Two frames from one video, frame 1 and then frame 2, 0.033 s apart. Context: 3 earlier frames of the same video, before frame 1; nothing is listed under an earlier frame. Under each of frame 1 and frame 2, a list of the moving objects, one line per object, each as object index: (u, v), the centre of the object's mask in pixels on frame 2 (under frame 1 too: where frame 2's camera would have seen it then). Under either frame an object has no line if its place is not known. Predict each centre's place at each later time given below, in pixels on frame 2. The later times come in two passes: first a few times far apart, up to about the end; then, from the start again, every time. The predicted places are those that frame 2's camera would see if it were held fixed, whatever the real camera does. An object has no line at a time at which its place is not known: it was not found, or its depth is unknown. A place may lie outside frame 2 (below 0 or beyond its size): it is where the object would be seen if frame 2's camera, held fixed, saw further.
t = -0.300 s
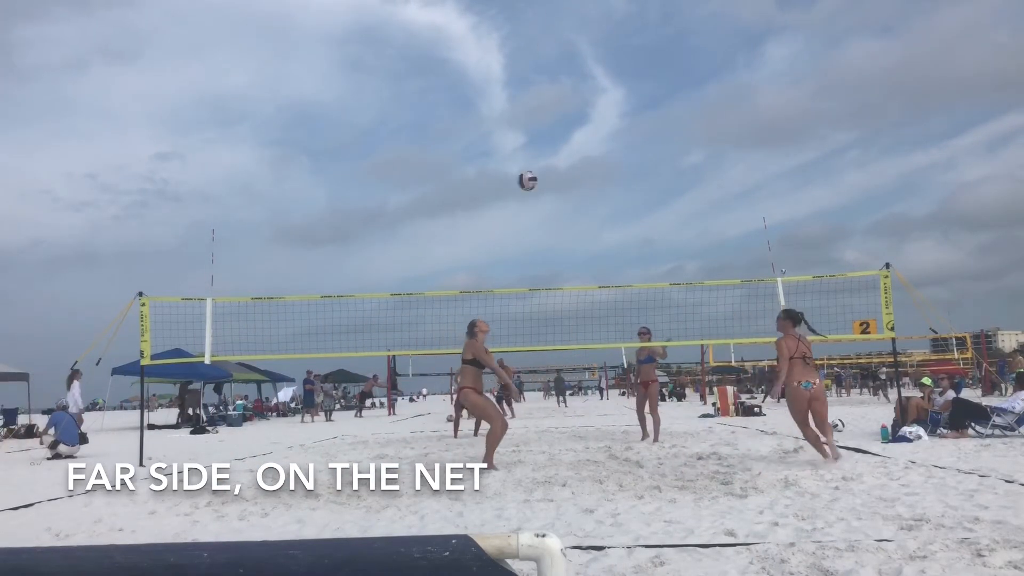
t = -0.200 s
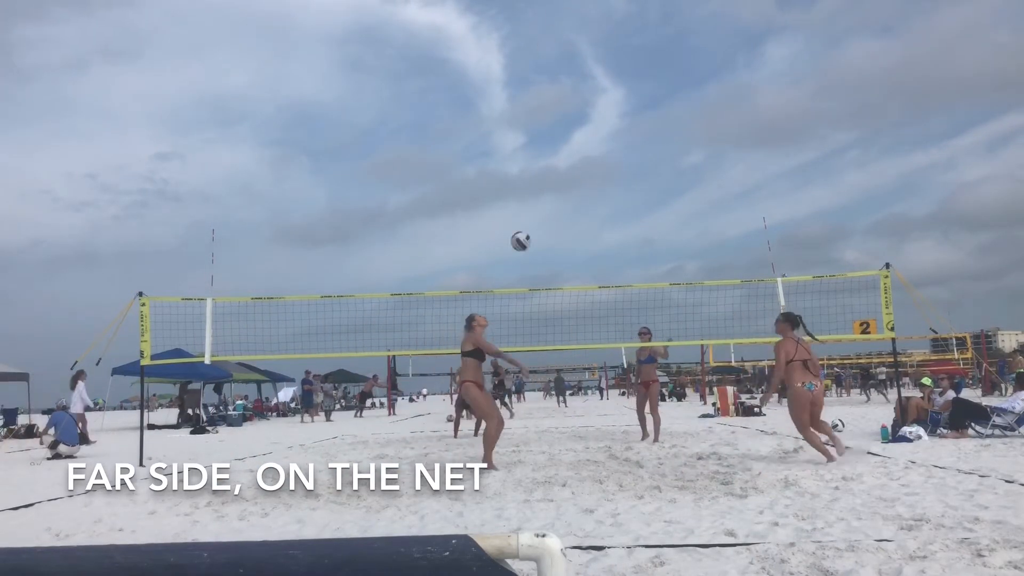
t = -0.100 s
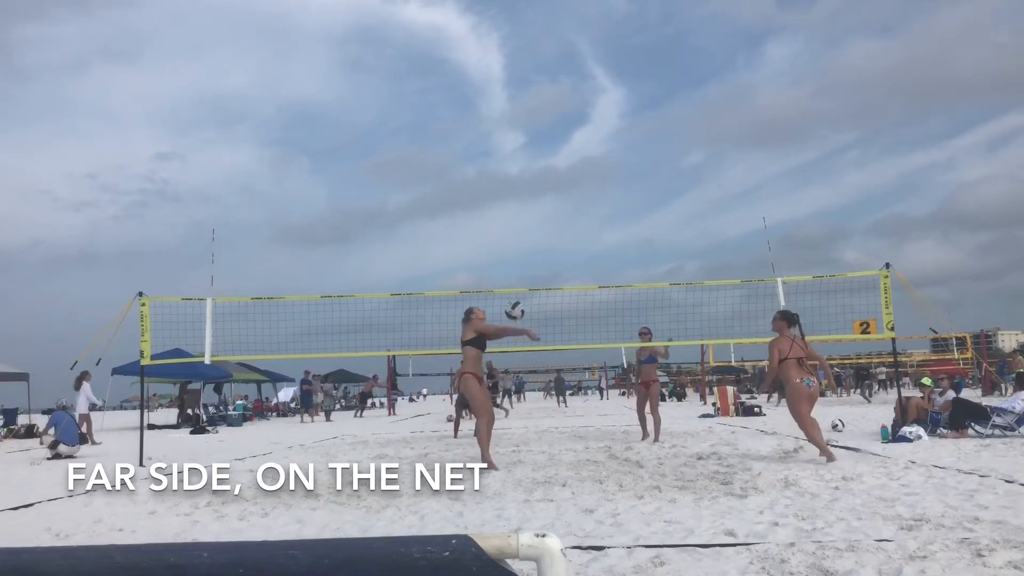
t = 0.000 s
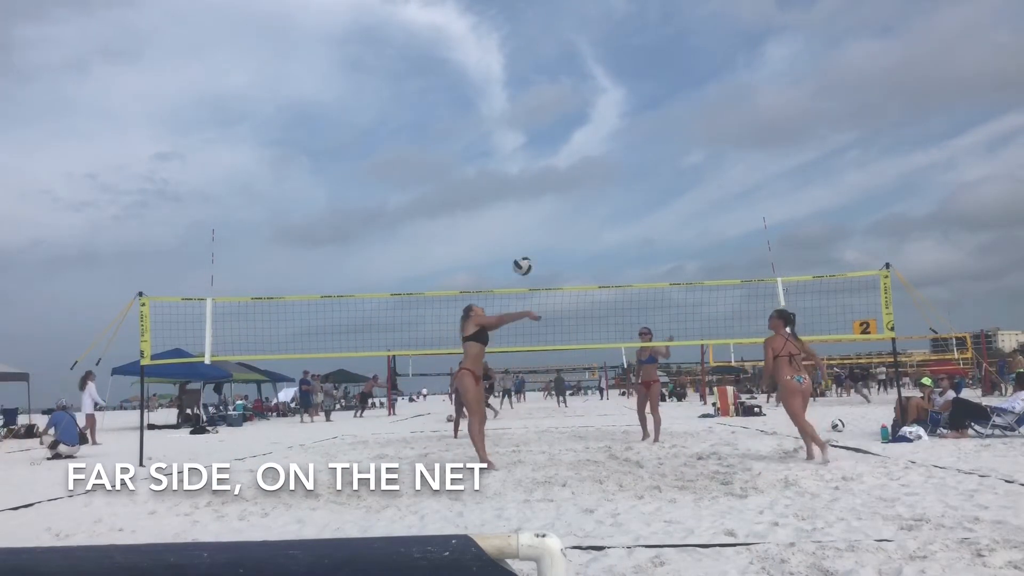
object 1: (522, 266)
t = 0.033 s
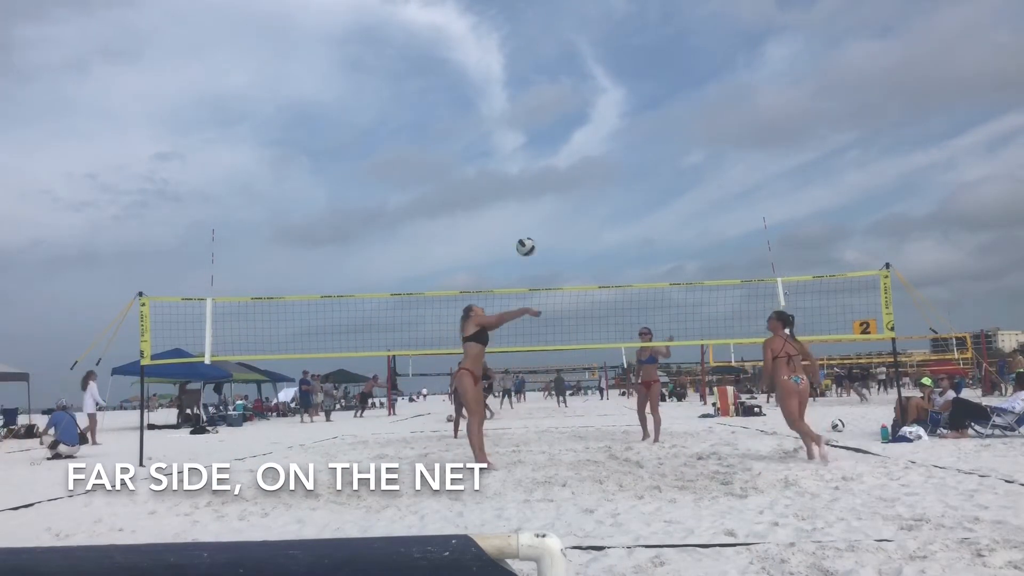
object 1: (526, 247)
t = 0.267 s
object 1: (547, 147)
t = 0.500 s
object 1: (566, 100)
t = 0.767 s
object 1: (587, 102)
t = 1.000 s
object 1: (604, 145)
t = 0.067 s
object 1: (529, 229)
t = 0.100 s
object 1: (532, 213)
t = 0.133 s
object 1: (535, 197)
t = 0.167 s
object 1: (538, 183)
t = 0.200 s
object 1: (541, 170)
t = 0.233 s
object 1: (545, 158)
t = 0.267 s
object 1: (547, 147)
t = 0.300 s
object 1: (551, 137)
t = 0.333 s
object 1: (553, 129)
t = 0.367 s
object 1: (556, 121)
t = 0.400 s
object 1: (558, 114)
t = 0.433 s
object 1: (561, 109)
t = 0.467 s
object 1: (564, 104)
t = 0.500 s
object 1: (566, 100)
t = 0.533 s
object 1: (569, 97)
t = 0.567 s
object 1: (572, 96)
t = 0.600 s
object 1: (575, 95)
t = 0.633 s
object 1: (577, 94)
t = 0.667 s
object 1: (579, 94)
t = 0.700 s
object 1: (581, 97)
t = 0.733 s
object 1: (584, 99)
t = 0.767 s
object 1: (587, 102)
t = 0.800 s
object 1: (589, 106)
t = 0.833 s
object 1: (592, 111)
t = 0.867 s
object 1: (595, 116)
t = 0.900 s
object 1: (597, 122)
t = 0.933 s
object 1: (599, 129)
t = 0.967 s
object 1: (602, 137)
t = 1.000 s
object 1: (604, 145)
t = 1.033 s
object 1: (607, 154)
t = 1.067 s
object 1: (609, 164)
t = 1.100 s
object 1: (611, 175)
